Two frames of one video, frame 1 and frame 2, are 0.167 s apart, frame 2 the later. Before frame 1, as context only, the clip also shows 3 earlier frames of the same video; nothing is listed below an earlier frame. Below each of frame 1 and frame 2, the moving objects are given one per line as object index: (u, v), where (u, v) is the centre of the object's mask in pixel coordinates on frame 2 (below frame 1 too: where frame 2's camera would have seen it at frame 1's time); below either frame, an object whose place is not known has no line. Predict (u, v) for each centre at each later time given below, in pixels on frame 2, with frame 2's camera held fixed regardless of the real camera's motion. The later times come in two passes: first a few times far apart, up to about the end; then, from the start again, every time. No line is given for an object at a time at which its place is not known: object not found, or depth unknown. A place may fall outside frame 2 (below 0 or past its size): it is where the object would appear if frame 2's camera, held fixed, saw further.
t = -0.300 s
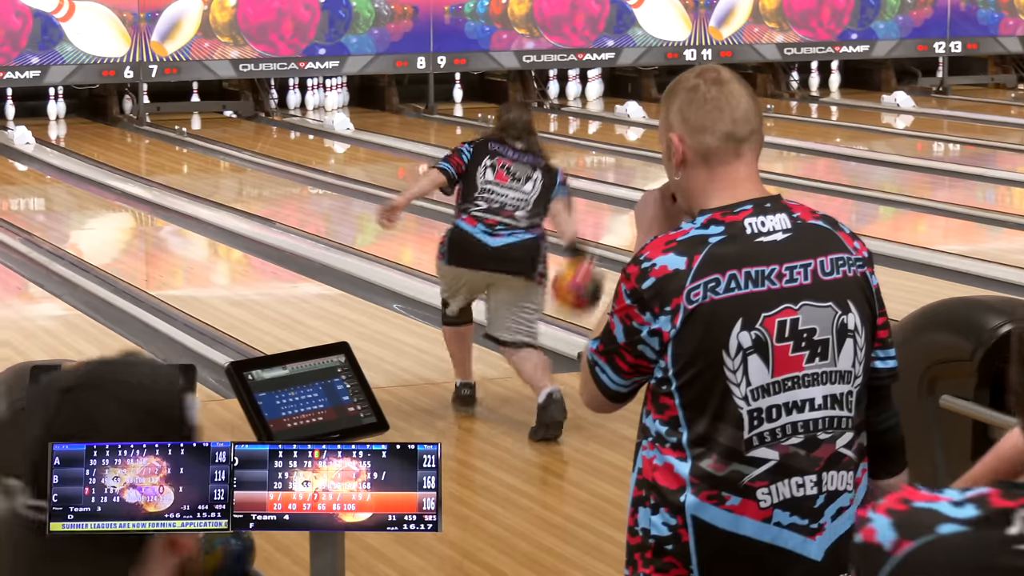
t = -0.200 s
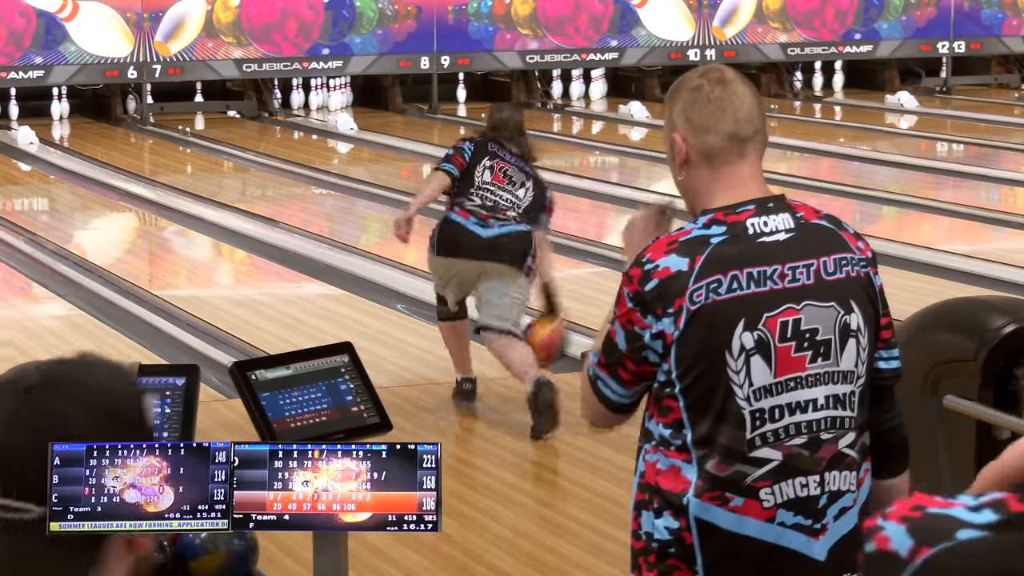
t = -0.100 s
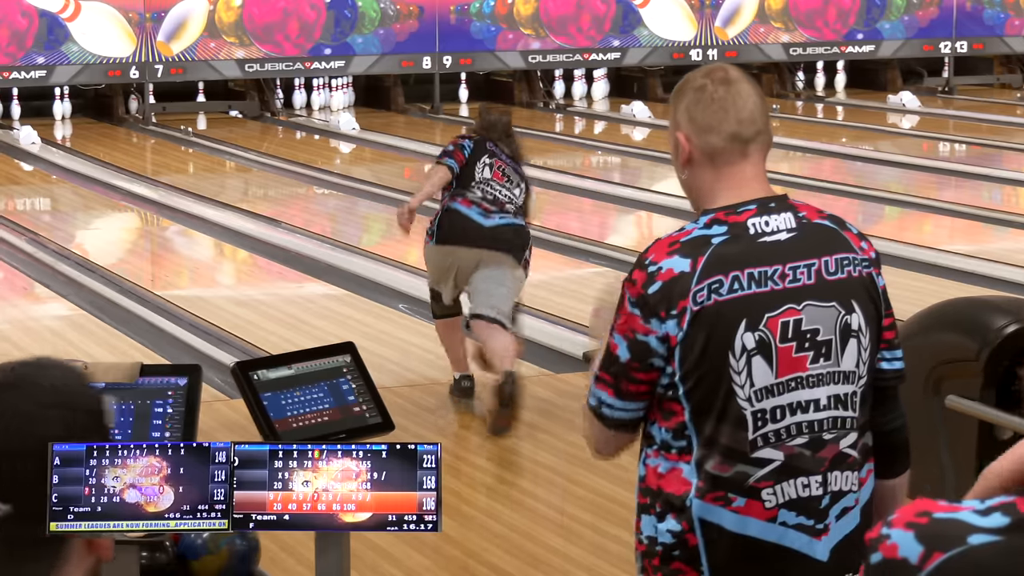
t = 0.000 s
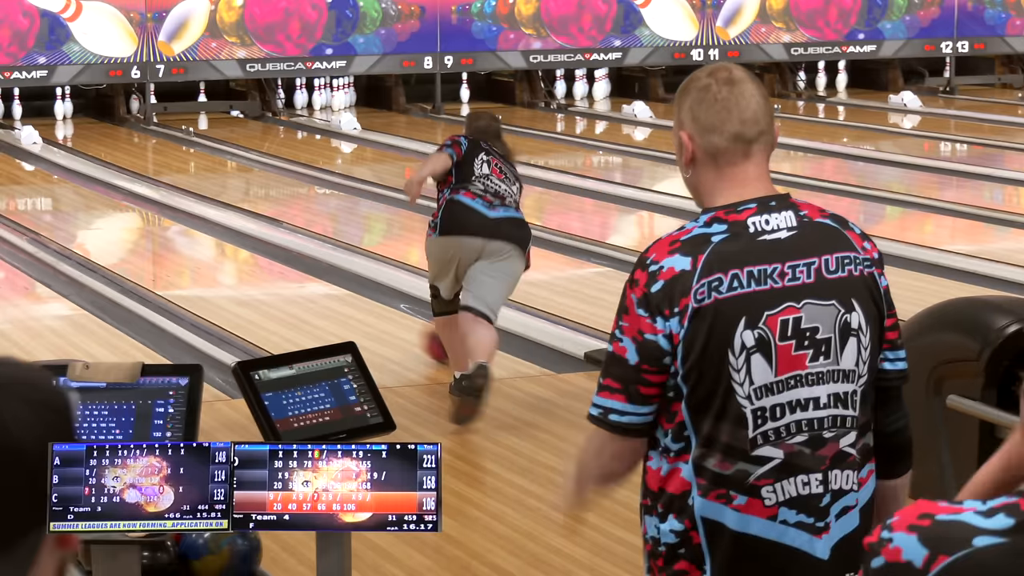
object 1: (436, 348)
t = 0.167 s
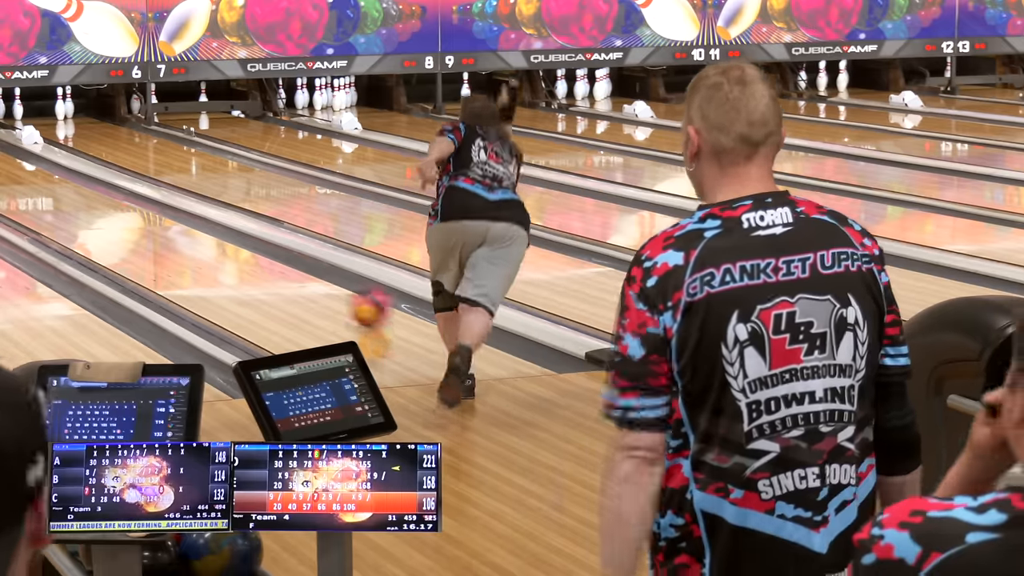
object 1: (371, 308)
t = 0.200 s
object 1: (357, 301)
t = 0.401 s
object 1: (285, 269)
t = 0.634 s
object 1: (215, 238)
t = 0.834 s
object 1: (165, 217)
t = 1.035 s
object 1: (124, 199)
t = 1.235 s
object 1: (85, 184)
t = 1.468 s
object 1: (49, 167)
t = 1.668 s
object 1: (18, 153)
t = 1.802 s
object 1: (3, 145)
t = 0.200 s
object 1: (357, 301)
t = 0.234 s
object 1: (344, 295)
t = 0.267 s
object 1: (331, 290)
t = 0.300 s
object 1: (319, 285)
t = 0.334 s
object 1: (307, 279)
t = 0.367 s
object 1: (296, 274)
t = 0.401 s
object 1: (285, 269)
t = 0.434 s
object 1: (272, 265)
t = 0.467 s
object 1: (263, 260)
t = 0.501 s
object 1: (253, 254)
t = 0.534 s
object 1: (243, 249)
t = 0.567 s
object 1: (233, 246)
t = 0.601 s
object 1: (224, 242)
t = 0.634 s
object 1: (215, 238)
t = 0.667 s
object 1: (206, 234)
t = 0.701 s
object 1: (197, 231)
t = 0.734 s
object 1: (189, 227)
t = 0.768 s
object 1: (180, 223)
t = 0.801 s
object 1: (173, 220)
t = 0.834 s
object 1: (165, 217)
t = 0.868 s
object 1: (159, 214)
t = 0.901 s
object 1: (151, 210)
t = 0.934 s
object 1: (144, 208)
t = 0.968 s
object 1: (137, 204)
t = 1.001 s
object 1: (129, 201)
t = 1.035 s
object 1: (124, 199)
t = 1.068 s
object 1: (116, 195)
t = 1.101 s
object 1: (110, 193)
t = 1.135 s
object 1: (104, 192)
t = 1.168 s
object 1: (99, 188)
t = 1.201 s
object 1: (92, 186)
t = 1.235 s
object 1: (85, 184)
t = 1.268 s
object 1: (81, 181)
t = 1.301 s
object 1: (75, 179)
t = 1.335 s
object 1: (70, 176)
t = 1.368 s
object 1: (64, 174)
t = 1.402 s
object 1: (58, 171)
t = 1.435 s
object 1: (54, 169)
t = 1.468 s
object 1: (49, 167)
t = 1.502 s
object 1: (44, 164)
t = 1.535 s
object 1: (38, 163)
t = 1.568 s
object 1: (32, 160)
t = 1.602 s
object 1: (28, 158)
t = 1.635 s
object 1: (24, 157)
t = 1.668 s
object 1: (18, 153)
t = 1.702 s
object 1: (12, 152)
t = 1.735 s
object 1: (9, 151)
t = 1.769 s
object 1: (7, 148)
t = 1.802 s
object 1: (3, 145)
